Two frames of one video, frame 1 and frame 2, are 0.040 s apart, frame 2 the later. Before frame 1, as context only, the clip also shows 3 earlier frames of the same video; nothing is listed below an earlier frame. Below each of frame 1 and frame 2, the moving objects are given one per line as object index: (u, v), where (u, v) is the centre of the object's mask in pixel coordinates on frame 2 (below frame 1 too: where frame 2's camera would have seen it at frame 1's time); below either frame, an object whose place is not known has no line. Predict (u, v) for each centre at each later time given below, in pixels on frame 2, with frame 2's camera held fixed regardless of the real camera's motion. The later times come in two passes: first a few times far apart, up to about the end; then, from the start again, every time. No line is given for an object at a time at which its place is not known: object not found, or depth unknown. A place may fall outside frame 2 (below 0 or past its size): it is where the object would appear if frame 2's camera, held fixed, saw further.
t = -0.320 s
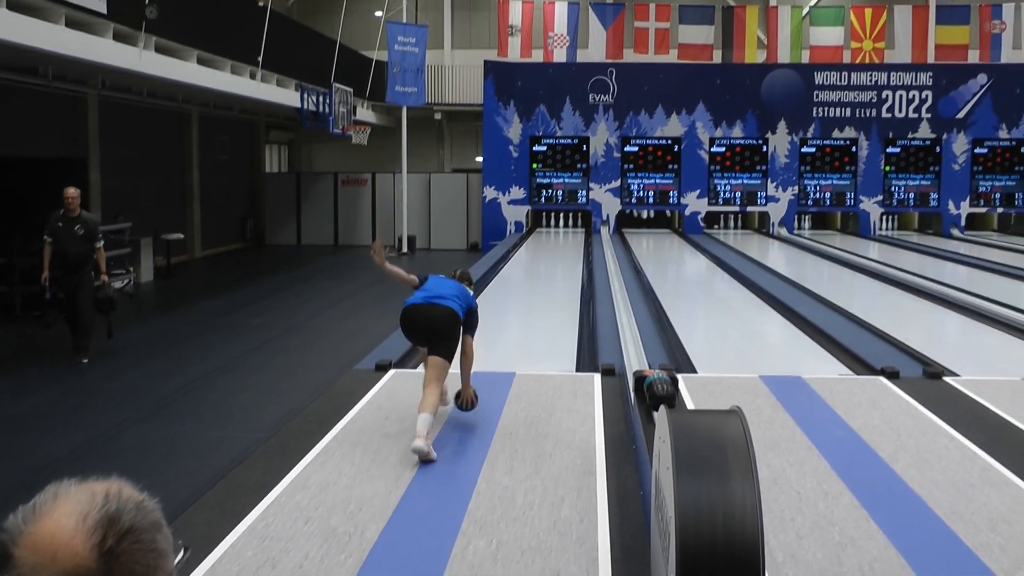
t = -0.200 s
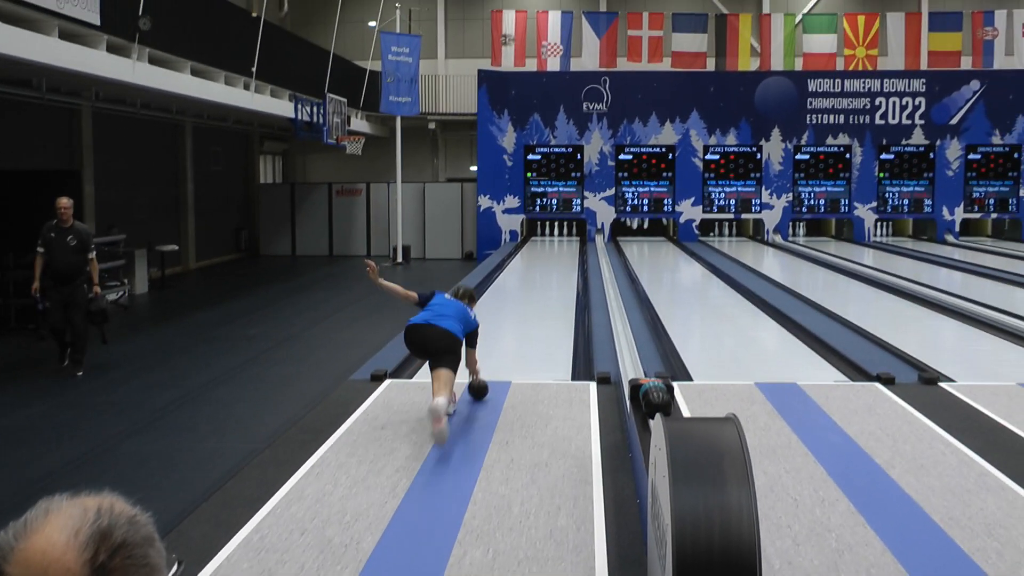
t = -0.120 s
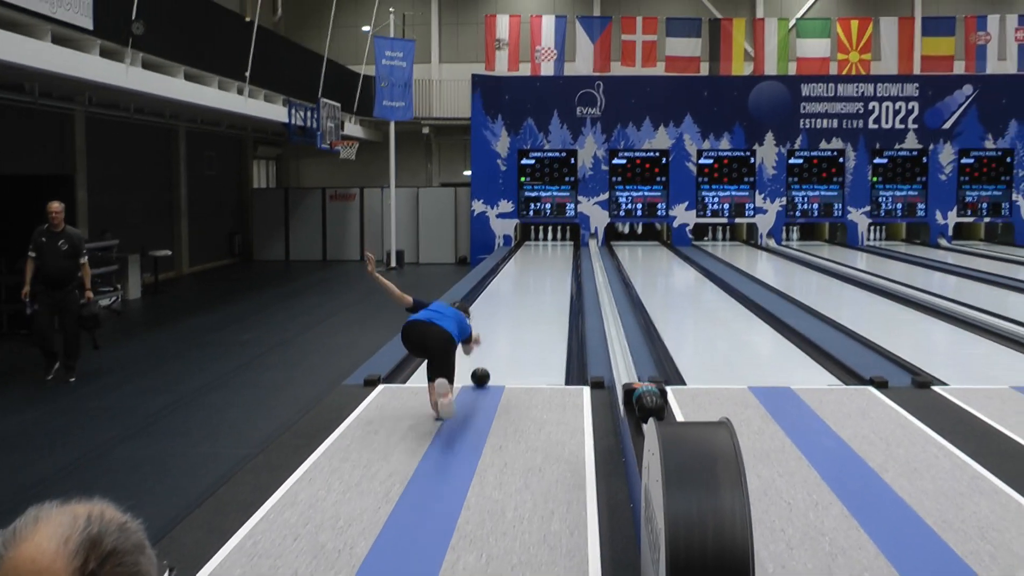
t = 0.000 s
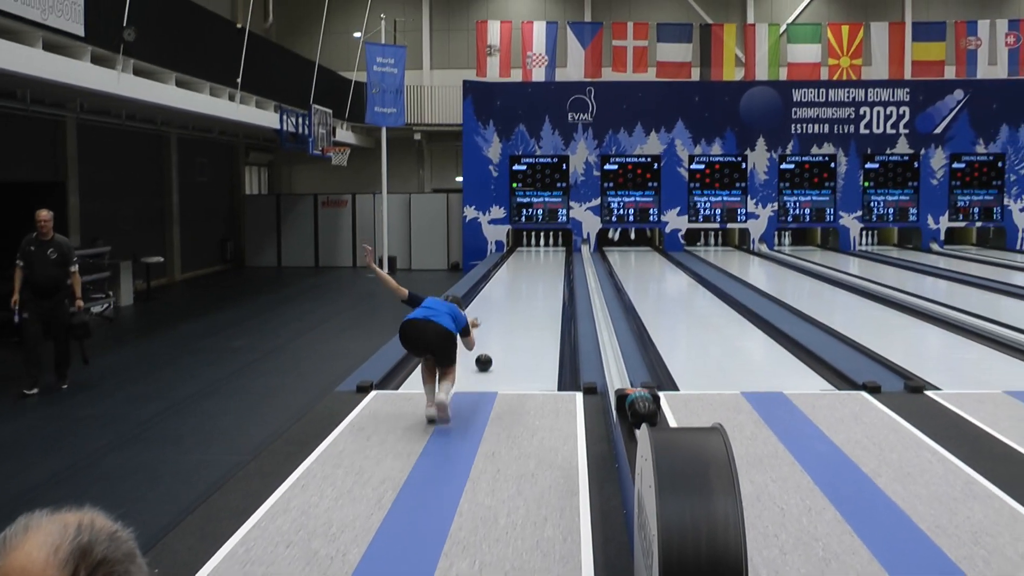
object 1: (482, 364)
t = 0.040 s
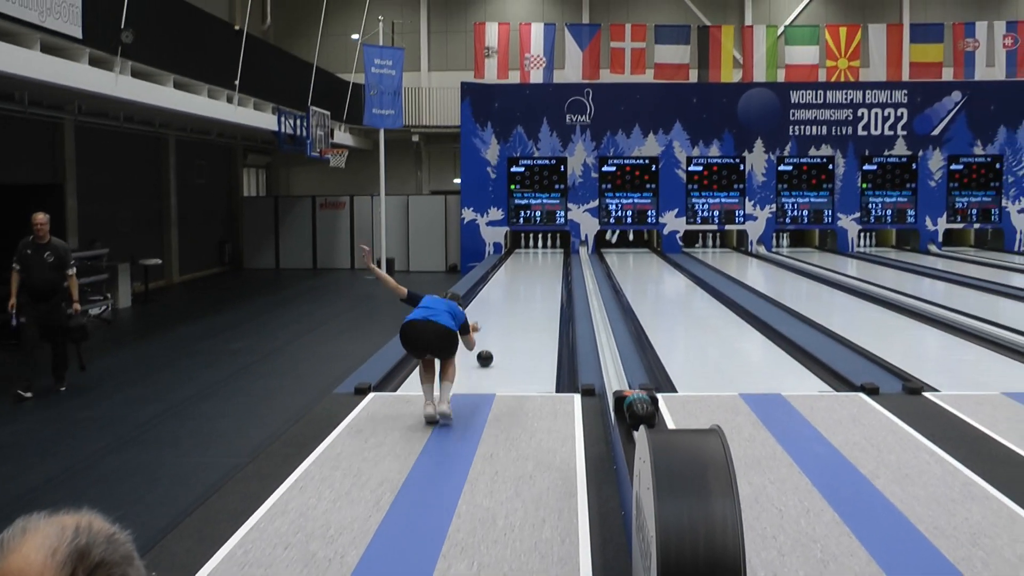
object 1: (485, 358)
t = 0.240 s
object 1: (496, 335)
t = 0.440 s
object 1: (502, 318)
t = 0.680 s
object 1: (508, 301)
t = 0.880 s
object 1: (513, 289)
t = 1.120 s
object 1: (519, 279)
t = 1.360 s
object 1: (525, 272)
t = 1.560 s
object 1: (528, 267)
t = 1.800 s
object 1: (530, 262)
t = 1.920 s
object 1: (532, 259)
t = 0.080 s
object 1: (487, 353)
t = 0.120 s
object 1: (490, 348)
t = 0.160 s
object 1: (492, 343)
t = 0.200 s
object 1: (494, 339)
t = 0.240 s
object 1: (496, 335)
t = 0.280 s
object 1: (497, 331)
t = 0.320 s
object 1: (499, 328)
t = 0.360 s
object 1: (500, 325)
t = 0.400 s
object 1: (501, 321)
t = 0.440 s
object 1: (502, 318)
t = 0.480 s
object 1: (503, 315)
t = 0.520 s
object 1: (504, 312)
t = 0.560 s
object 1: (505, 309)
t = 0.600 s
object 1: (506, 306)
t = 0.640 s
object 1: (507, 303)
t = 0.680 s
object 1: (508, 301)
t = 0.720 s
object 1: (509, 298)
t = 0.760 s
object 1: (510, 296)
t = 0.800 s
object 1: (510, 294)
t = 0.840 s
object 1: (512, 292)
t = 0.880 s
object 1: (513, 289)
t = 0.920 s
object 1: (514, 288)
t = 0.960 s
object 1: (515, 285)
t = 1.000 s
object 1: (516, 284)
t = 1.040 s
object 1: (517, 282)
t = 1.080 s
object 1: (518, 280)
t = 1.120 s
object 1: (519, 279)
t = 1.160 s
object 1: (520, 278)
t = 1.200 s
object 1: (521, 277)
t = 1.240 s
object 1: (522, 276)
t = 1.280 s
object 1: (523, 274)
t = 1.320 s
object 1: (524, 273)
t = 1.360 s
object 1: (525, 272)
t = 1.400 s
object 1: (525, 271)
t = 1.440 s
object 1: (526, 270)
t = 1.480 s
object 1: (527, 269)
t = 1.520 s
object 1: (527, 268)
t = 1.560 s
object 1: (528, 267)
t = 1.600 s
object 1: (528, 266)
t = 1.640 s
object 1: (529, 265)
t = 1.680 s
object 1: (529, 264)
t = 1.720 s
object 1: (530, 264)
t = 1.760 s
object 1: (530, 262)
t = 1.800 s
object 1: (530, 262)
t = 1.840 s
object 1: (531, 261)
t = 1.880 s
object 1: (532, 260)
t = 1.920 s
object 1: (532, 259)
